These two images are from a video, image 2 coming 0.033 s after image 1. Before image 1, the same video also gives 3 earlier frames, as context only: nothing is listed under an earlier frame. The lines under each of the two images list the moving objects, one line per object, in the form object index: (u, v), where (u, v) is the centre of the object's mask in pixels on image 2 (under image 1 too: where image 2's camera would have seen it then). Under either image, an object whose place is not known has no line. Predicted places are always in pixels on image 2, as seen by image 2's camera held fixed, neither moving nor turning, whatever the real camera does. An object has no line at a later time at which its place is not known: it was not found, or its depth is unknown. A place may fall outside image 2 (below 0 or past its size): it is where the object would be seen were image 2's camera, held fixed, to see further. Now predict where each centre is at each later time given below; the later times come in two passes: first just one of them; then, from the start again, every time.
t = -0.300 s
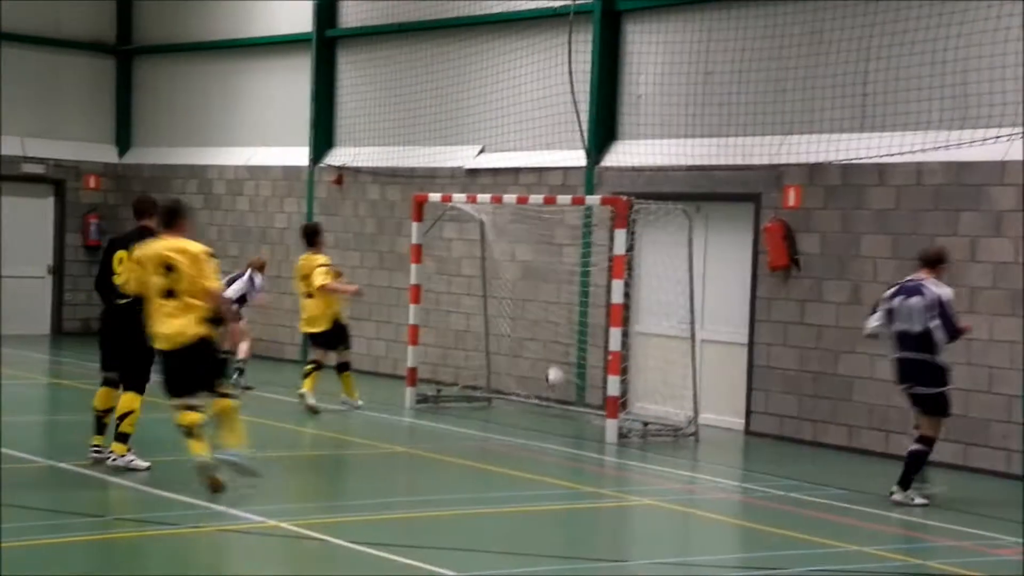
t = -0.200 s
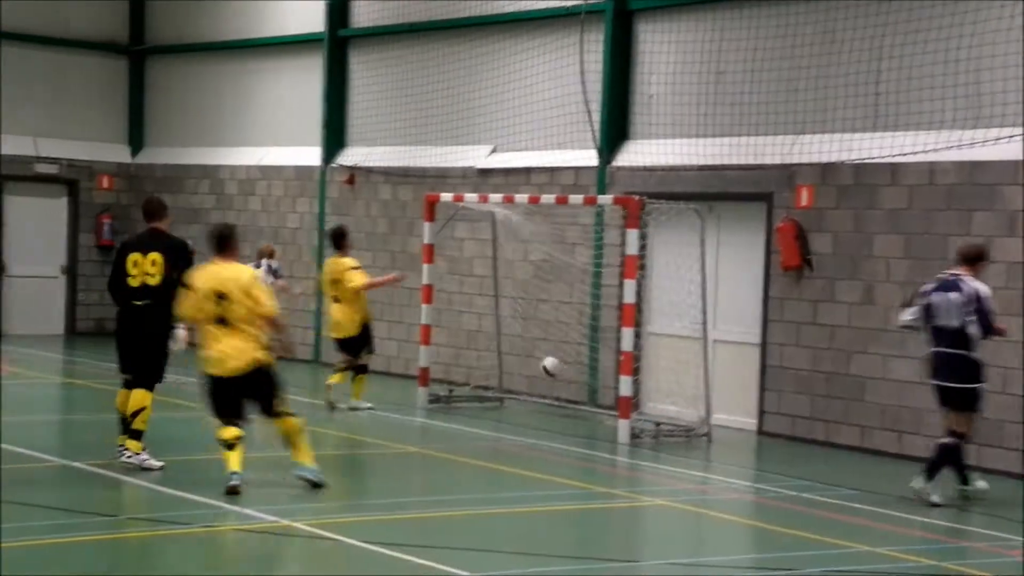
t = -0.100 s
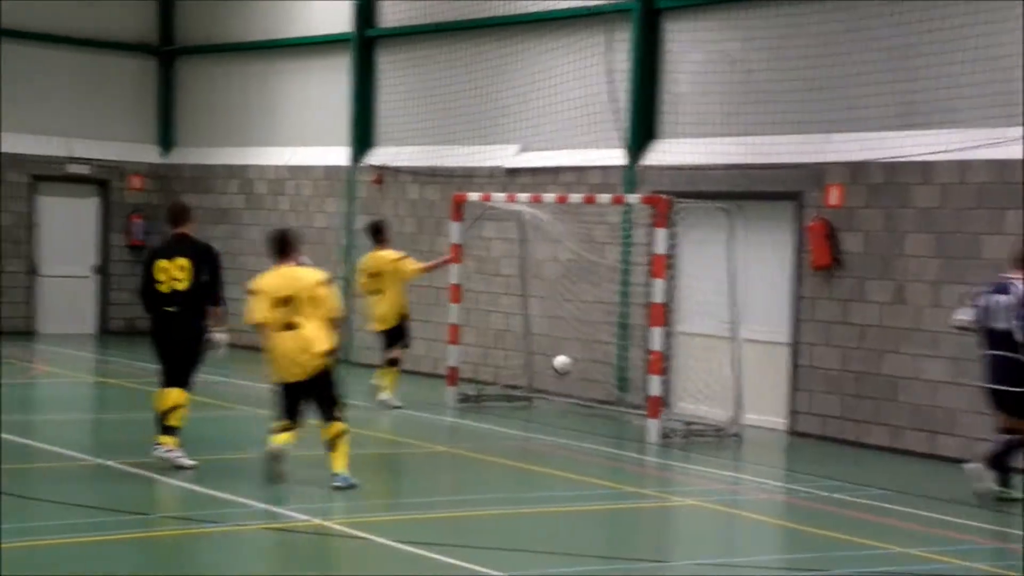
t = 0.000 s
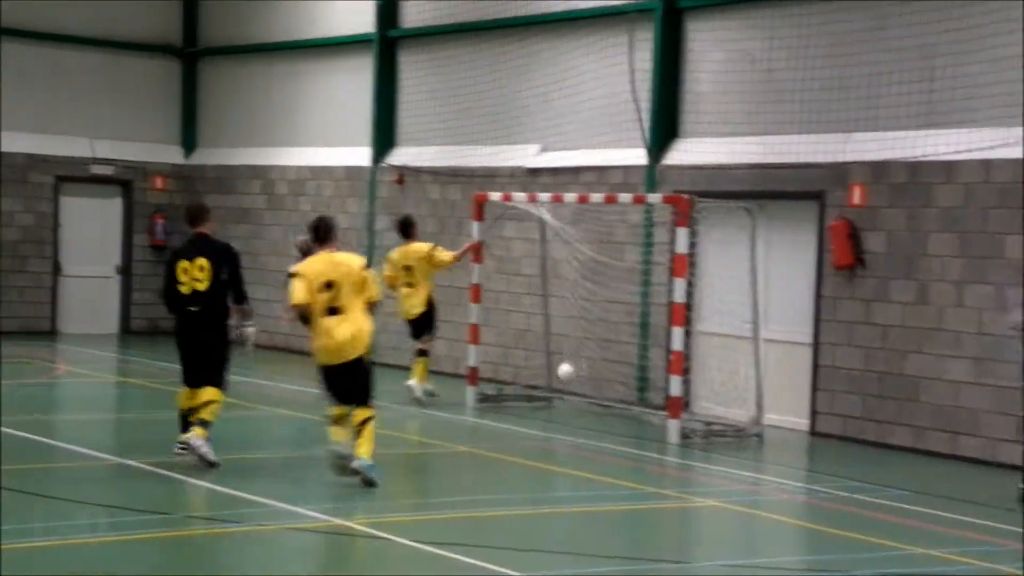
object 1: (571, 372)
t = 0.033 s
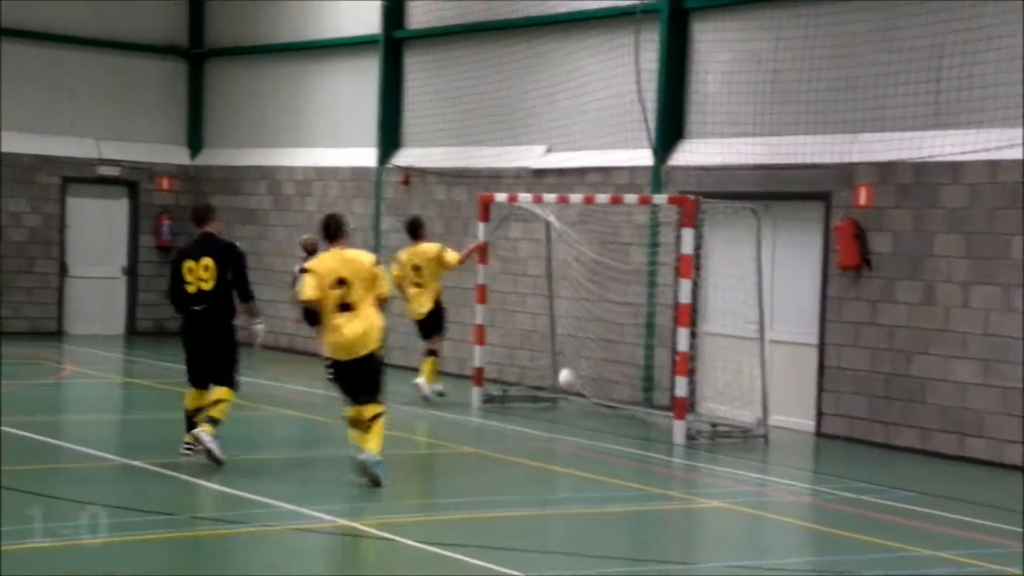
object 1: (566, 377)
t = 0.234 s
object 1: (530, 394)
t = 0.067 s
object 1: (561, 385)
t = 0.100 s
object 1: (555, 391)
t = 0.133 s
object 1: (547, 399)
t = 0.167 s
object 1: (542, 401)
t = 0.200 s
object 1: (536, 397)
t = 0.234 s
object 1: (530, 394)
